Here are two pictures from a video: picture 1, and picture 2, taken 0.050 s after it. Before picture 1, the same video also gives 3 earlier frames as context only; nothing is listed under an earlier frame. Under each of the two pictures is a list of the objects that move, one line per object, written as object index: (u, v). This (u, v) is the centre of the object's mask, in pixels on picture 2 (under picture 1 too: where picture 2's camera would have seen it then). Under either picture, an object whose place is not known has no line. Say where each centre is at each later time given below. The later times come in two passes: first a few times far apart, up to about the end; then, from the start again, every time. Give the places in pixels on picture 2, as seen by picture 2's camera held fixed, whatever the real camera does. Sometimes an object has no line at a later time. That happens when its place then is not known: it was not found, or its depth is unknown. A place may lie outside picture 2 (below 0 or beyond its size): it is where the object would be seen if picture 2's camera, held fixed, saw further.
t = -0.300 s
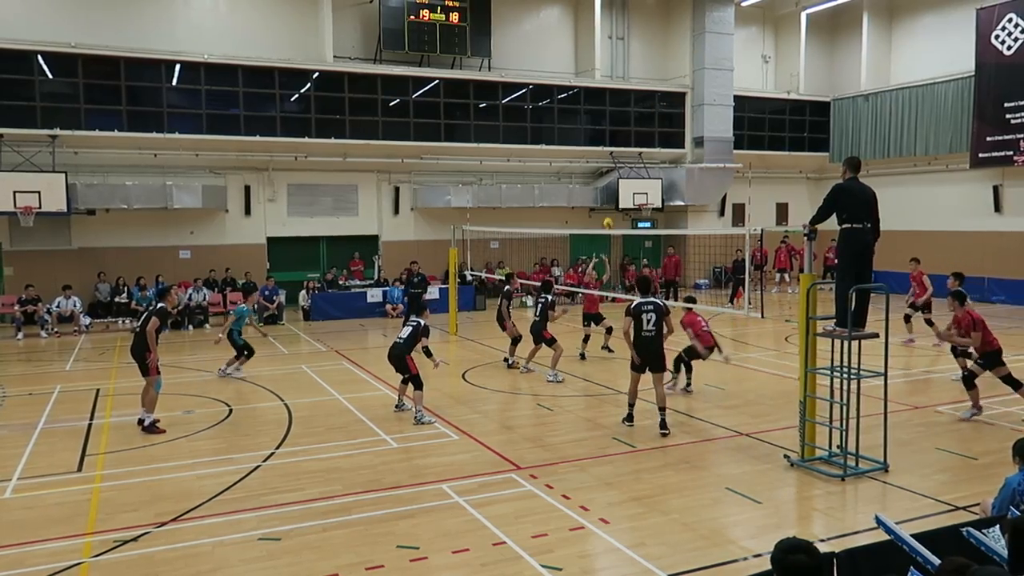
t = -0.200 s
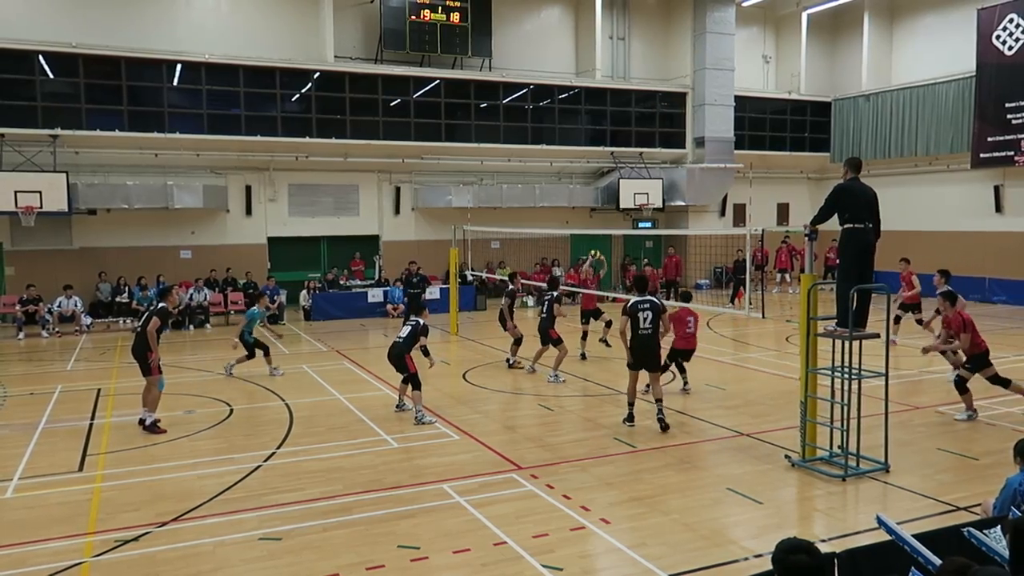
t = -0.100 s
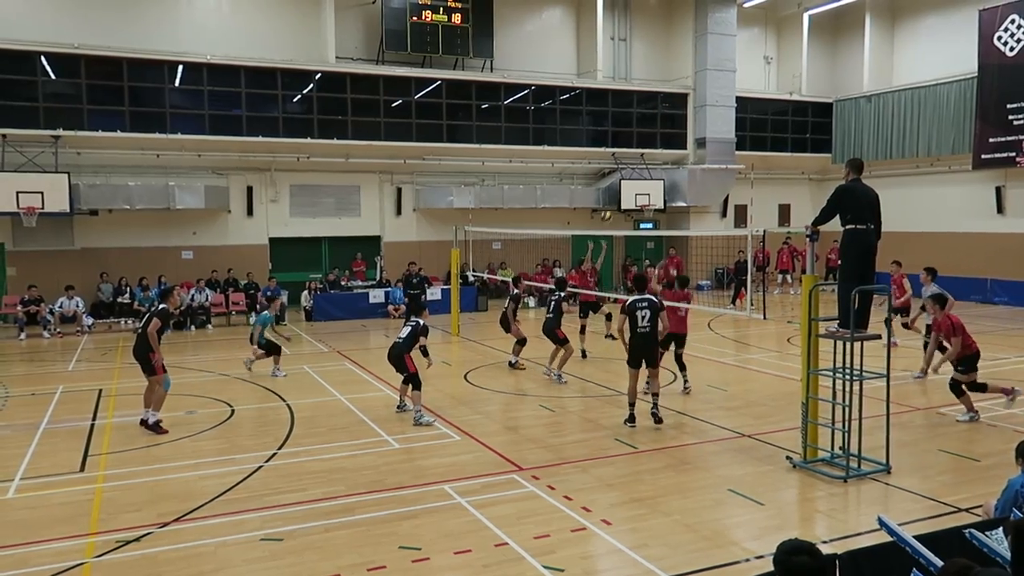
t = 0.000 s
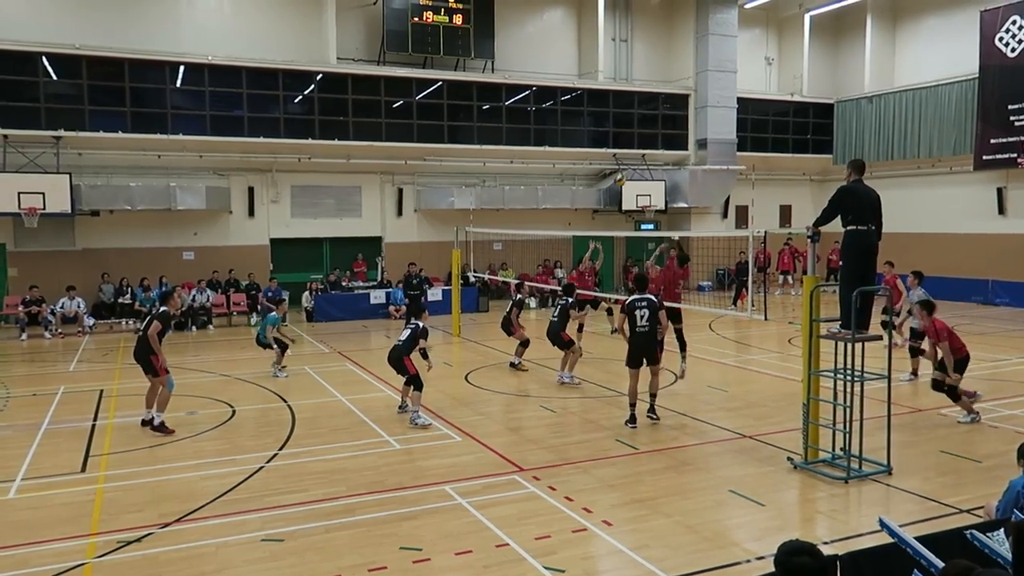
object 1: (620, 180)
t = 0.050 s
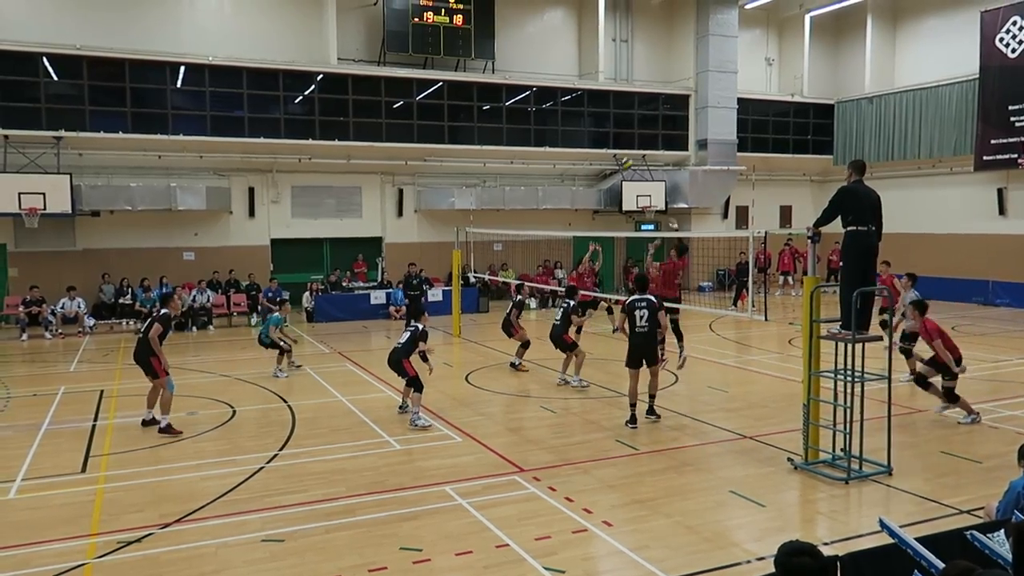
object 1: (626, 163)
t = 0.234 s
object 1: (650, 111)
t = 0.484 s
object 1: (684, 66)
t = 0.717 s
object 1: (719, 57)
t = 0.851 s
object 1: (741, 69)
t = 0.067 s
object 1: (628, 158)
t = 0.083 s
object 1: (630, 152)
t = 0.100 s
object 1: (632, 147)
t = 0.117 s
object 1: (635, 142)
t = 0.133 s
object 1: (637, 137)
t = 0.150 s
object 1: (639, 133)
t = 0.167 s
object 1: (641, 128)
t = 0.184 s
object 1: (644, 124)
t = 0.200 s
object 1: (645, 119)
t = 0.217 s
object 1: (647, 115)
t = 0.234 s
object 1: (650, 111)
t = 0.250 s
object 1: (652, 107)
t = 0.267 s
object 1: (654, 103)
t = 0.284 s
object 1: (657, 99)
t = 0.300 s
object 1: (659, 96)
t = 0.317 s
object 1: (661, 93)
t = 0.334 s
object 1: (663, 88)
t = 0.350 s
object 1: (665, 86)
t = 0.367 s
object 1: (668, 82)
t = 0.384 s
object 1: (670, 80)
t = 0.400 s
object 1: (672, 77)
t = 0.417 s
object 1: (674, 74)
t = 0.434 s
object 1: (677, 72)
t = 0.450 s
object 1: (679, 69)
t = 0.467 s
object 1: (682, 67)
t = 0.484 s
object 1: (684, 66)
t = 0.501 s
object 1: (687, 64)
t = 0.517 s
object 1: (689, 62)
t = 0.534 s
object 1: (692, 61)
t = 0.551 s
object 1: (694, 59)
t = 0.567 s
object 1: (697, 58)
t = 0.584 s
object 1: (699, 57)
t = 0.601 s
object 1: (701, 57)
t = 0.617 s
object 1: (704, 56)
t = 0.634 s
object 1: (707, 56)
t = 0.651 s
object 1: (709, 56)
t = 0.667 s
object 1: (712, 56)
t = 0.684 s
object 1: (714, 56)
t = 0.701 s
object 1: (717, 56)
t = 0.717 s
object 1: (719, 57)
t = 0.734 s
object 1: (722, 58)
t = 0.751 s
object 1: (725, 58)
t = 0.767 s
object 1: (727, 60)
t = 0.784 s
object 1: (730, 61)
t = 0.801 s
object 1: (733, 63)
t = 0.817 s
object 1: (736, 65)
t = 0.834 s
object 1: (738, 67)
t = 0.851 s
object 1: (741, 69)
